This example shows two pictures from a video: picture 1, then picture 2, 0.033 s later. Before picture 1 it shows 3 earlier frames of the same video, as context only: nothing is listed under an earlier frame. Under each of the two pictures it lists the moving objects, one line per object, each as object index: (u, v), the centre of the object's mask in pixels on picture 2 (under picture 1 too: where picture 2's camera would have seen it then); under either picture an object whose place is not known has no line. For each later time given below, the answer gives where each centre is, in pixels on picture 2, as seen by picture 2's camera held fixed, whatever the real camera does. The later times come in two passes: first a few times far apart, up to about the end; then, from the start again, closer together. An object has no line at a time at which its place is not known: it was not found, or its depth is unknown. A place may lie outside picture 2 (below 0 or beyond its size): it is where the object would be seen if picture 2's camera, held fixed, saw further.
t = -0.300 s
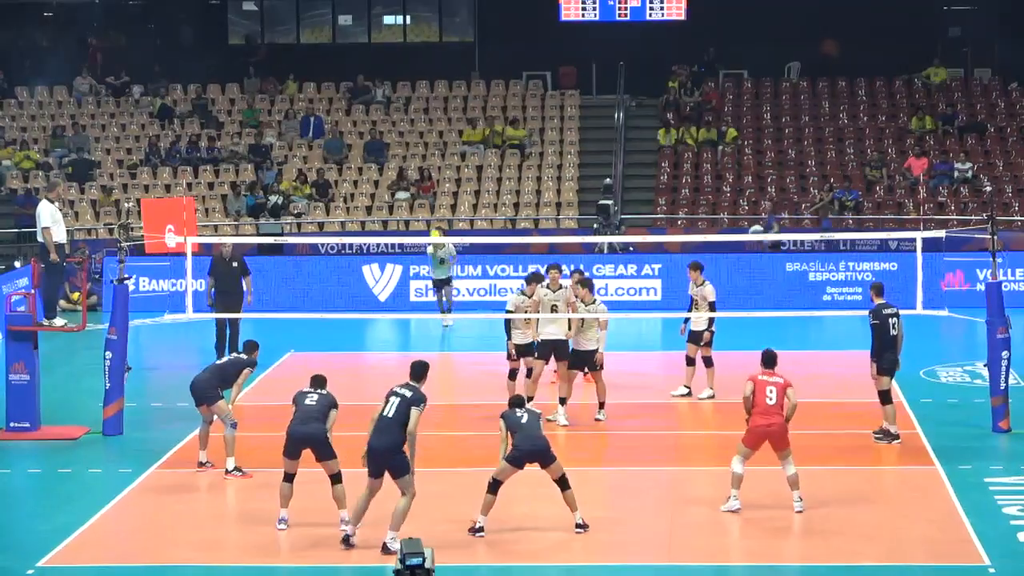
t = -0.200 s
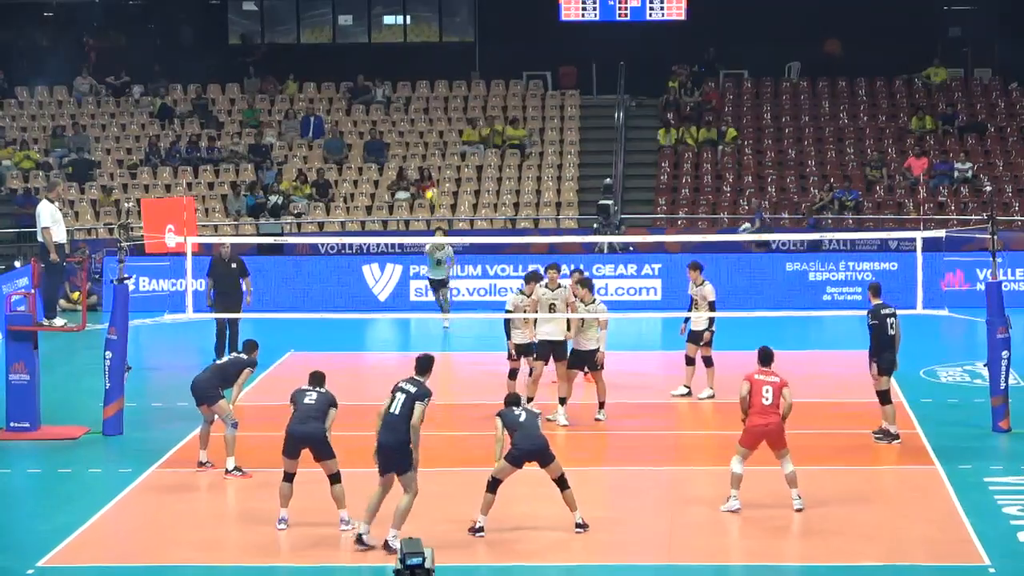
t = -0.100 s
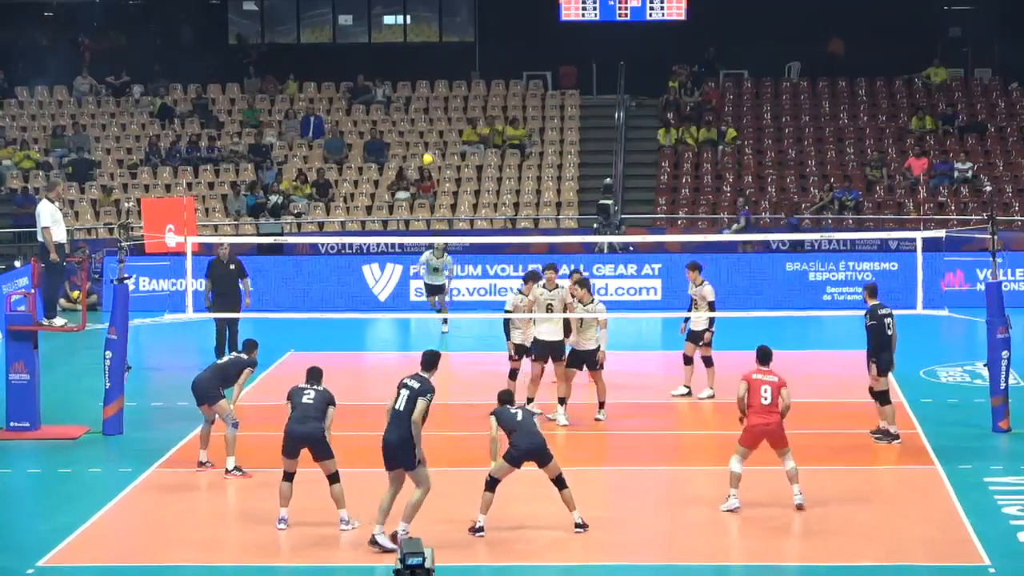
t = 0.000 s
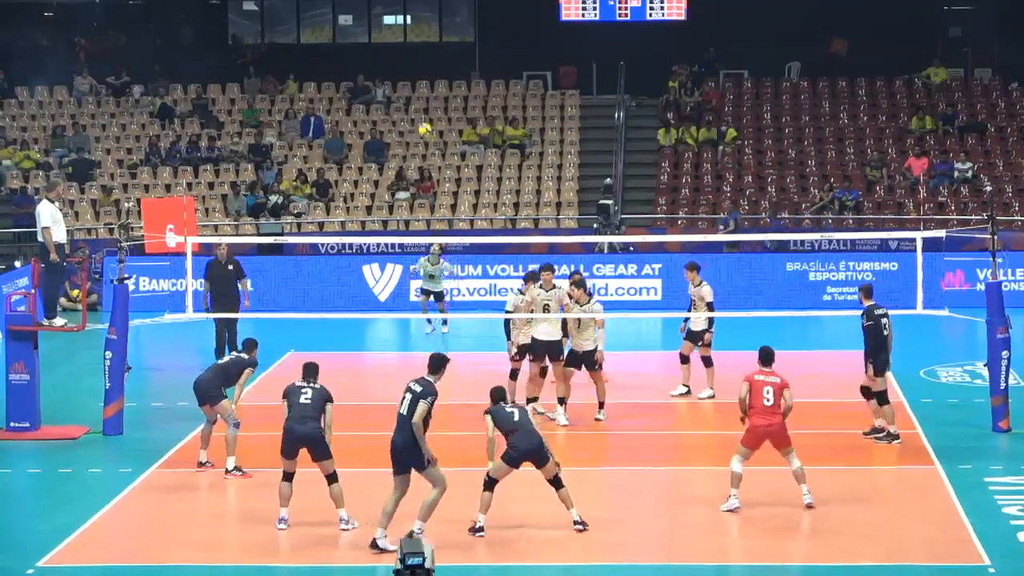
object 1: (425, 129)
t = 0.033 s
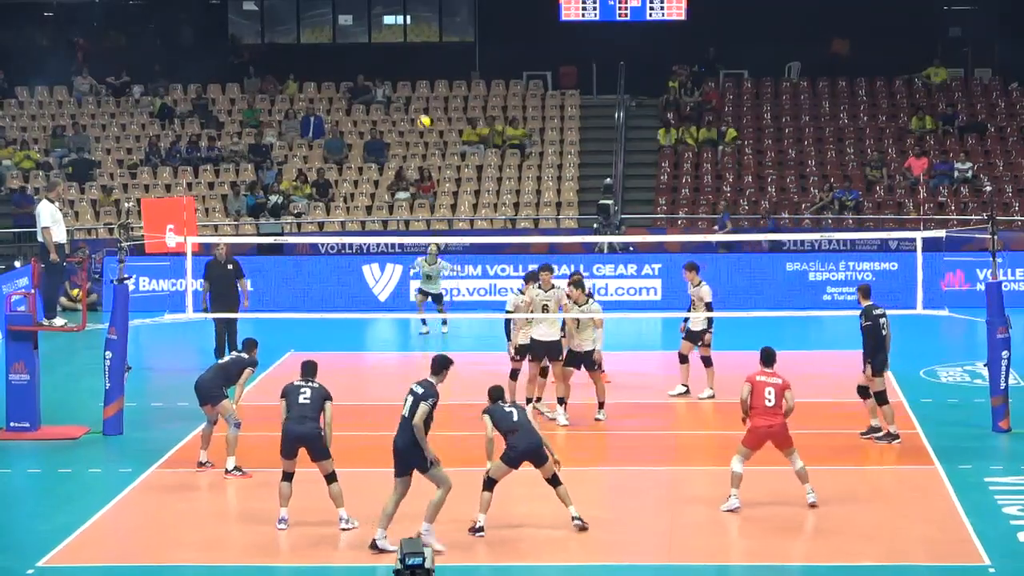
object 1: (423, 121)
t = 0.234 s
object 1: (418, 86)
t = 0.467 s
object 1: (411, 75)
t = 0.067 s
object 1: (423, 114)
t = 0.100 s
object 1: (422, 106)
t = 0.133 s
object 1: (420, 101)
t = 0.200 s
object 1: (418, 90)
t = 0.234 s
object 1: (418, 86)
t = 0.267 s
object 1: (417, 83)
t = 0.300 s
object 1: (415, 79)
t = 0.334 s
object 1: (414, 77)
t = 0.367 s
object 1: (414, 76)
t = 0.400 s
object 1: (412, 75)
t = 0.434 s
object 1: (412, 74)
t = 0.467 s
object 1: (411, 75)
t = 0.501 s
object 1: (410, 76)
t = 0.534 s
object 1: (409, 78)
